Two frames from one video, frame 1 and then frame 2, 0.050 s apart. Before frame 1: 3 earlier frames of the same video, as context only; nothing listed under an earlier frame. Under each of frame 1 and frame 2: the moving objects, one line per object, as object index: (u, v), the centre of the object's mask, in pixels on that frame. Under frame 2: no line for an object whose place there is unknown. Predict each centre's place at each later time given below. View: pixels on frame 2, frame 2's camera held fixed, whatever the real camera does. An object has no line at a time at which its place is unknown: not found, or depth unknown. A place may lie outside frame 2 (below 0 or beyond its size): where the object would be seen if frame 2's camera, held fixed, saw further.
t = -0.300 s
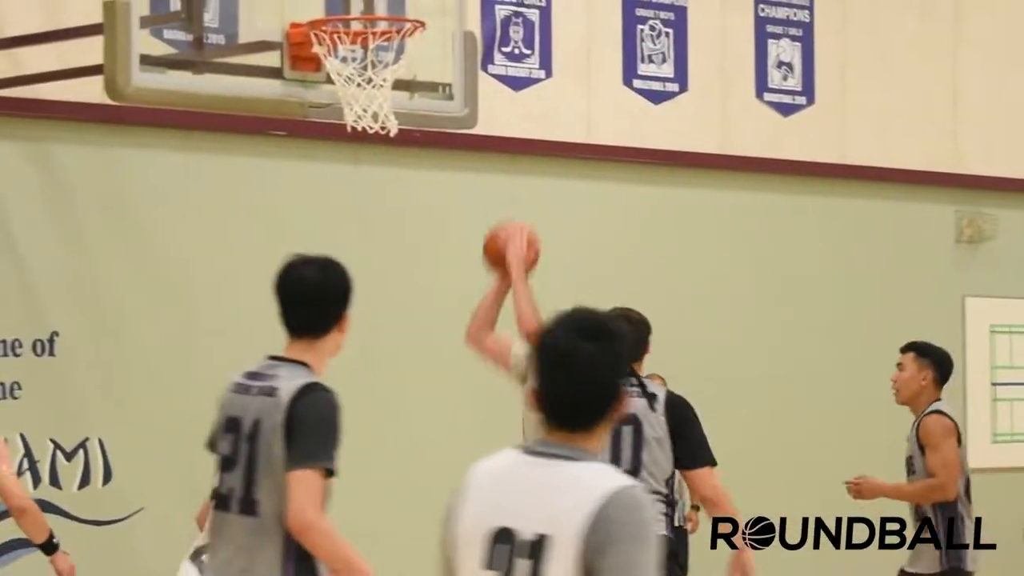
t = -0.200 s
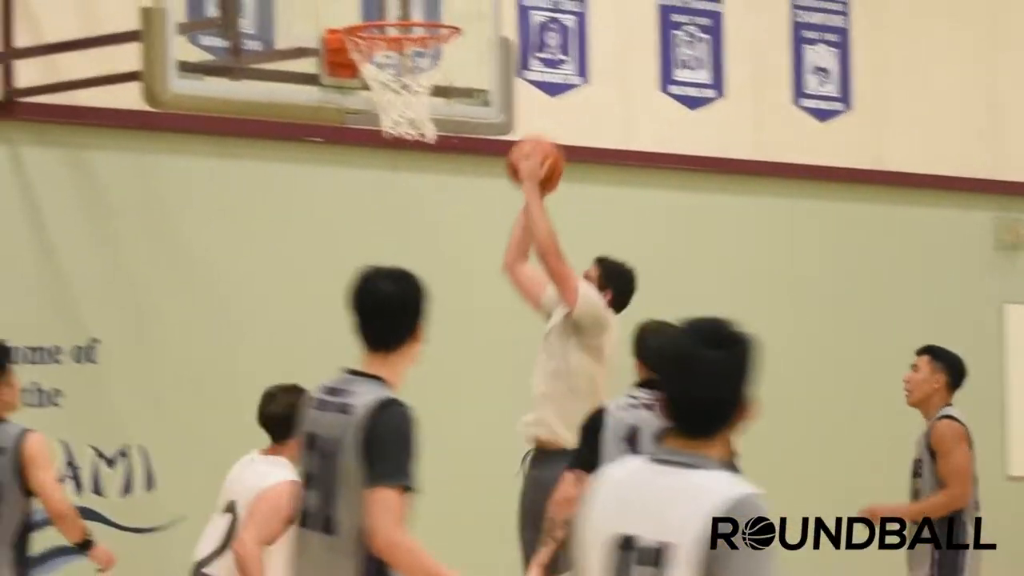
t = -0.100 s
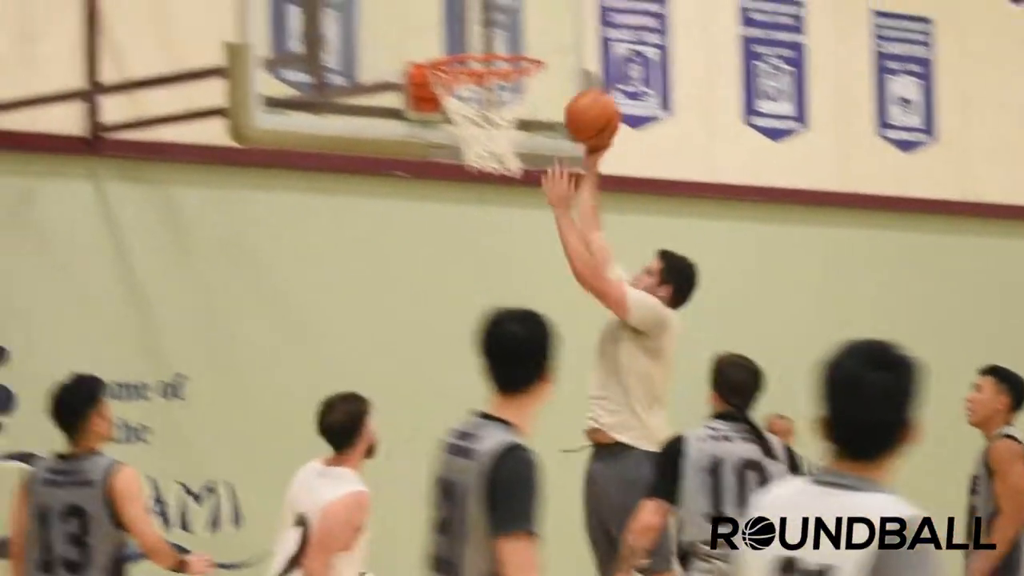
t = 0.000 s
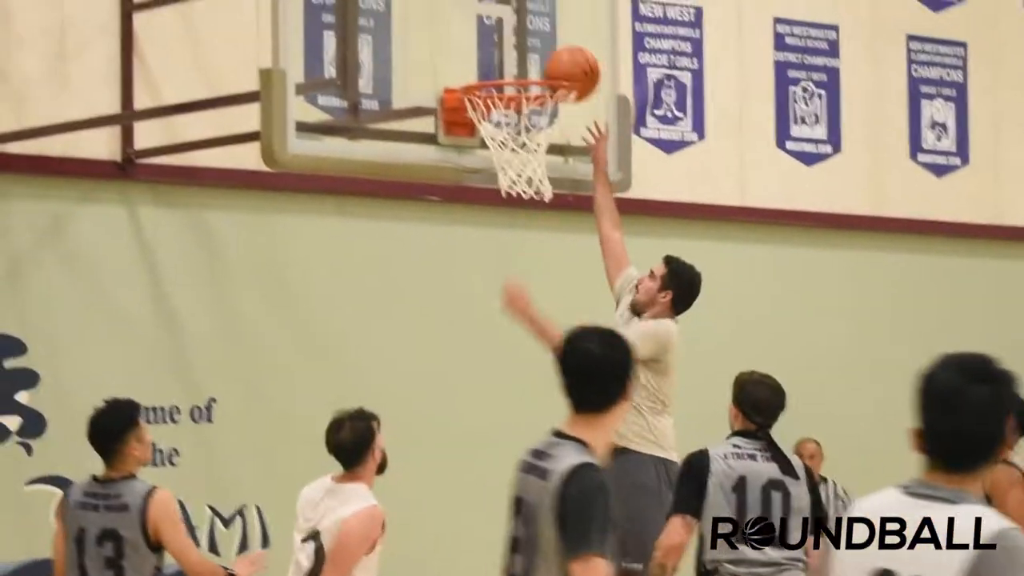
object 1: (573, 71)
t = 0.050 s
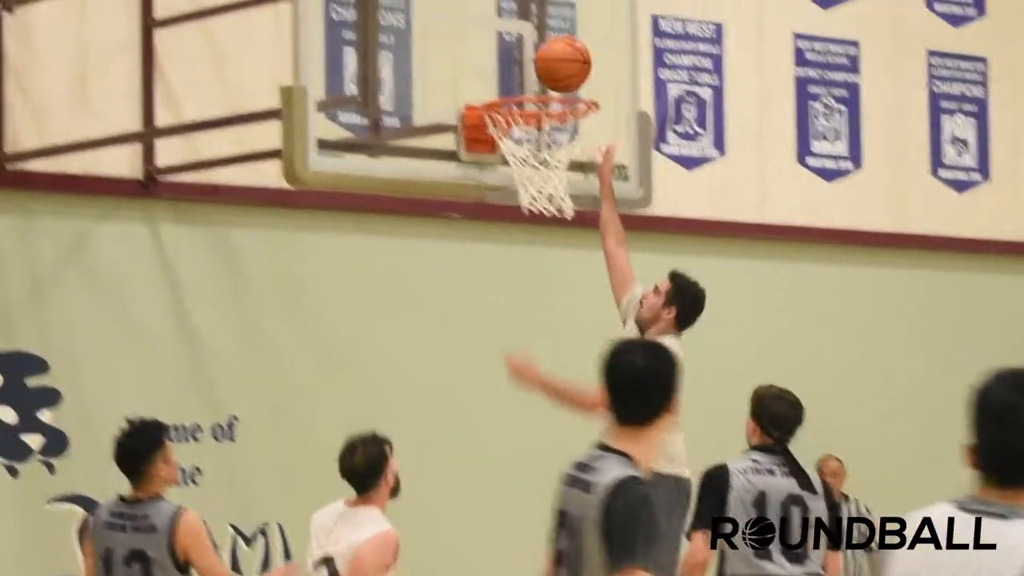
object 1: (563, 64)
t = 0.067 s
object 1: (553, 56)
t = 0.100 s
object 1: (534, 42)
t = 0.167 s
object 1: (517, 26)
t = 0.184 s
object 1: (516, 23)
